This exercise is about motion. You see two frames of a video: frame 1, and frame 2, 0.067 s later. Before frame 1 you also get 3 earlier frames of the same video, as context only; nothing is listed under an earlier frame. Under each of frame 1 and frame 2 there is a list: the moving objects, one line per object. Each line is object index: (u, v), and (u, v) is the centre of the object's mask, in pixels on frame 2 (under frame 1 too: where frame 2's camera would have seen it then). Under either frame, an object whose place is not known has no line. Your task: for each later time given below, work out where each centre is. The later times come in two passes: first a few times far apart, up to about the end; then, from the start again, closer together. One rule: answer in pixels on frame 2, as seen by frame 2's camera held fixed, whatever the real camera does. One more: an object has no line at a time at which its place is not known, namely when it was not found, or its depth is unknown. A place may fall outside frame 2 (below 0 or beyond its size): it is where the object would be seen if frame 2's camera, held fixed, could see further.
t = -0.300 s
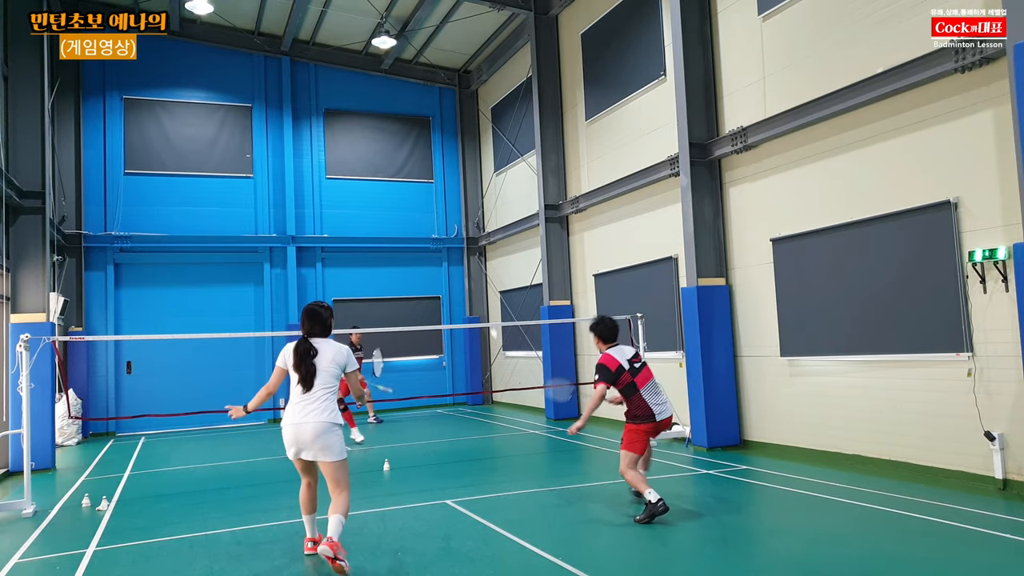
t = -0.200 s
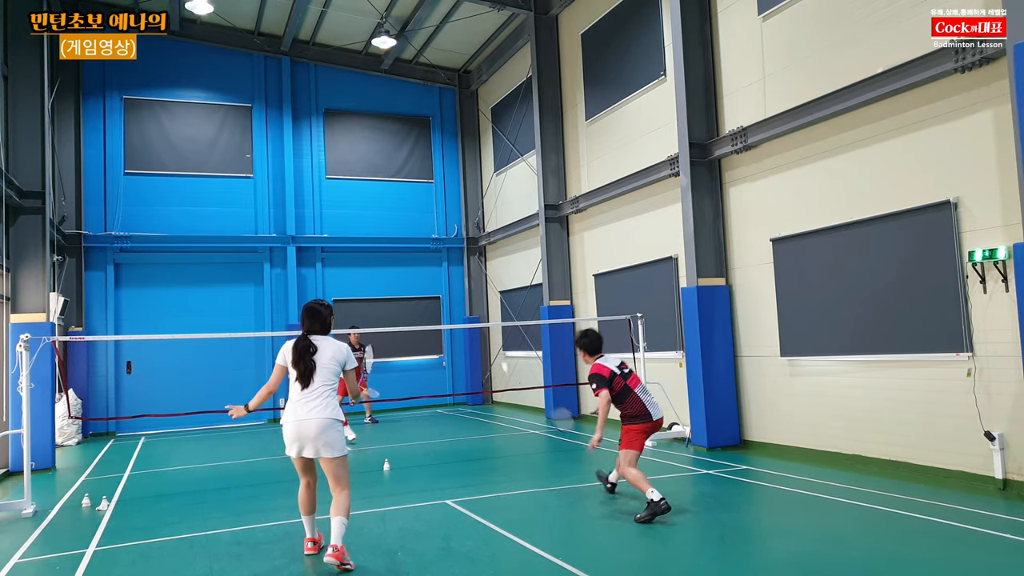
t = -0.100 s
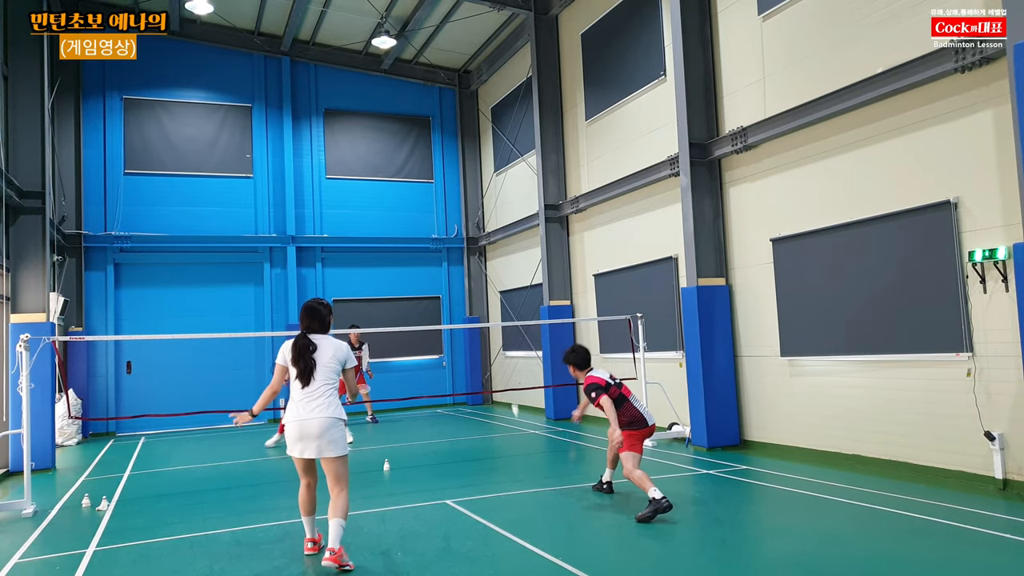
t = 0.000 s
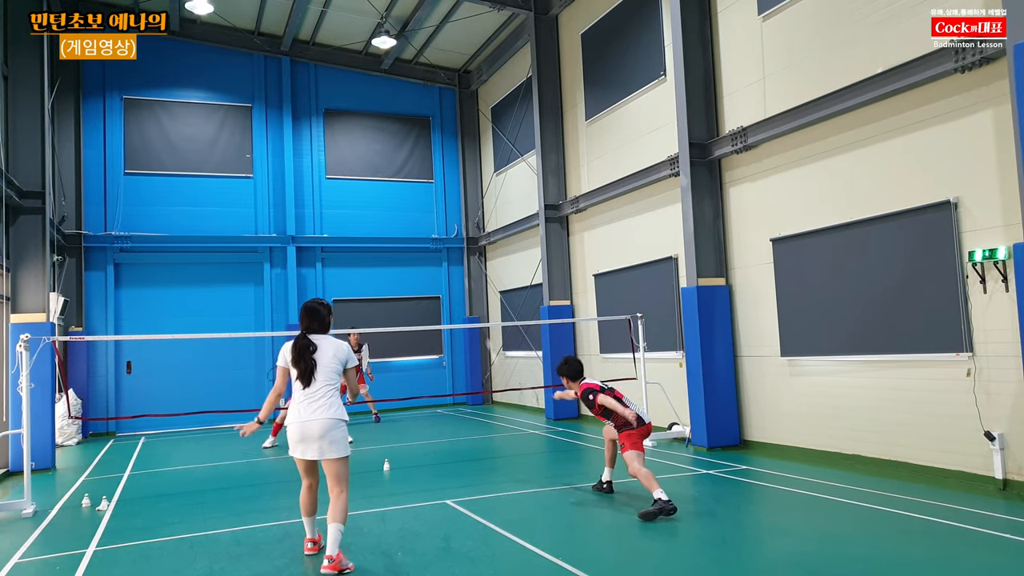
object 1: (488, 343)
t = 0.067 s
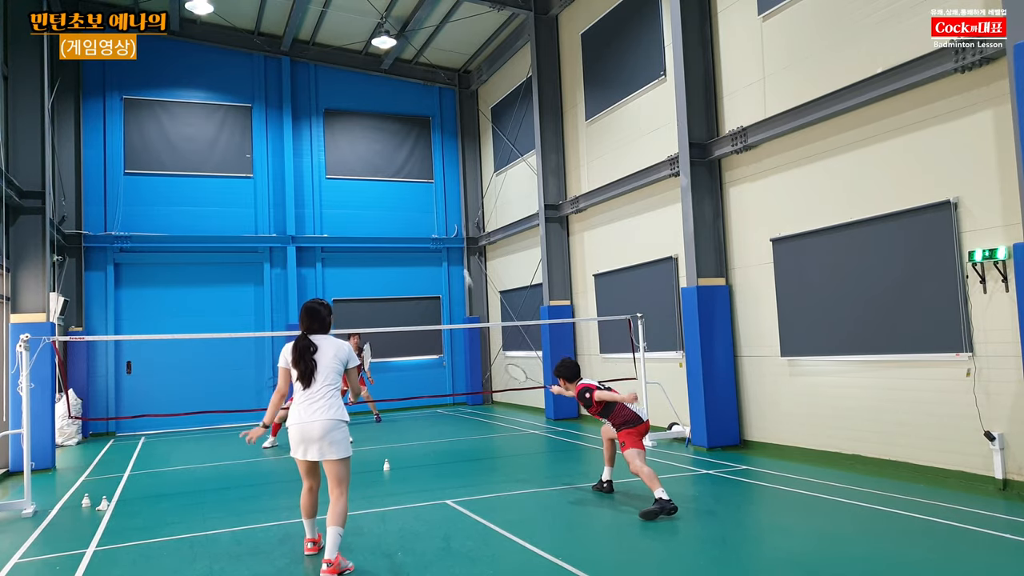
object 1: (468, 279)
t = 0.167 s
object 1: (446, 216)
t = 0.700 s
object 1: (408, 163)
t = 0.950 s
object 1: (405, 197)
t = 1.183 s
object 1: (406, 247)
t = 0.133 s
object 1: (453, 232)
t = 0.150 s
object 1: (450, 226)
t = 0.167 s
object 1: (446, 216)
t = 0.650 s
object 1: (409, 159)
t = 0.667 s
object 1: (409, 160)
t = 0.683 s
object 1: (408, 162)
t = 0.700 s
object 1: (408, 163)
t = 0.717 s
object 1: (407, 164)
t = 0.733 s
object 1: (407, 166)
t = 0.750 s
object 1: (407, 167)
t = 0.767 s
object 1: (406, 169)
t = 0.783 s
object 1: (406, 171)
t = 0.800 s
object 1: (406, 174)
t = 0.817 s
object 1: (406, 175)
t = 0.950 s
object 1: (405, 197)
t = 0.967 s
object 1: (405, 199)
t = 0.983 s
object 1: (405, 202)
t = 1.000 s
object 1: (405, 205)
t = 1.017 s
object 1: (405, 209)
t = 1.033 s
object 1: (405, 213)
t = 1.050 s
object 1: (405, 216)
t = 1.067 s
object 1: (405, 220)
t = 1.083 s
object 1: (405, 223)
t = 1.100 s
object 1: (405, 227)
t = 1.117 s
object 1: (405, 231)
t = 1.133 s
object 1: (405, 234)
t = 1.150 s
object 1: (406, 239)
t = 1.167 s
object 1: (406, 242)
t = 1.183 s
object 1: (406, 247)
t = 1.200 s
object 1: (406, 250)
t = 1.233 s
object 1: (406, 255)
